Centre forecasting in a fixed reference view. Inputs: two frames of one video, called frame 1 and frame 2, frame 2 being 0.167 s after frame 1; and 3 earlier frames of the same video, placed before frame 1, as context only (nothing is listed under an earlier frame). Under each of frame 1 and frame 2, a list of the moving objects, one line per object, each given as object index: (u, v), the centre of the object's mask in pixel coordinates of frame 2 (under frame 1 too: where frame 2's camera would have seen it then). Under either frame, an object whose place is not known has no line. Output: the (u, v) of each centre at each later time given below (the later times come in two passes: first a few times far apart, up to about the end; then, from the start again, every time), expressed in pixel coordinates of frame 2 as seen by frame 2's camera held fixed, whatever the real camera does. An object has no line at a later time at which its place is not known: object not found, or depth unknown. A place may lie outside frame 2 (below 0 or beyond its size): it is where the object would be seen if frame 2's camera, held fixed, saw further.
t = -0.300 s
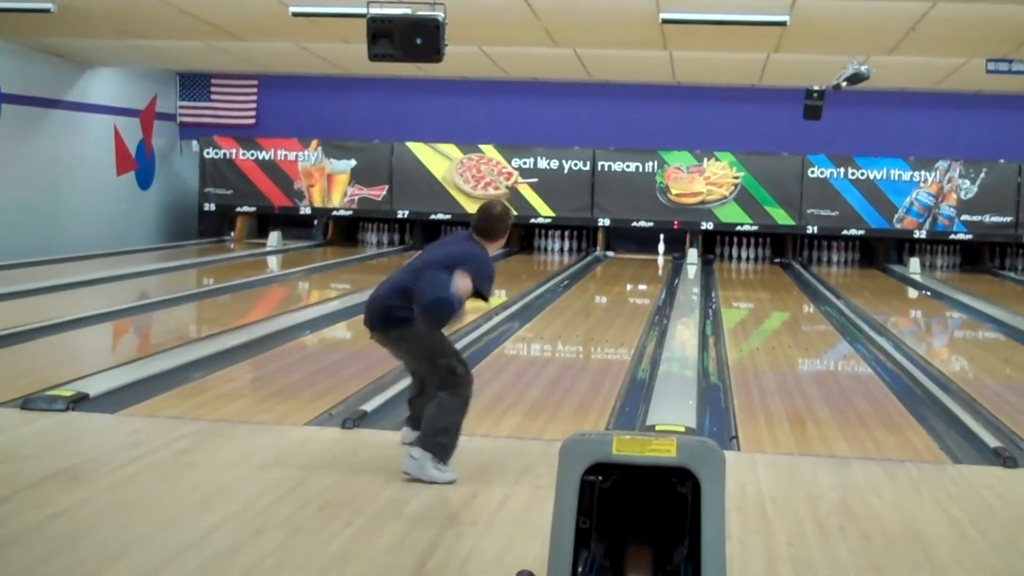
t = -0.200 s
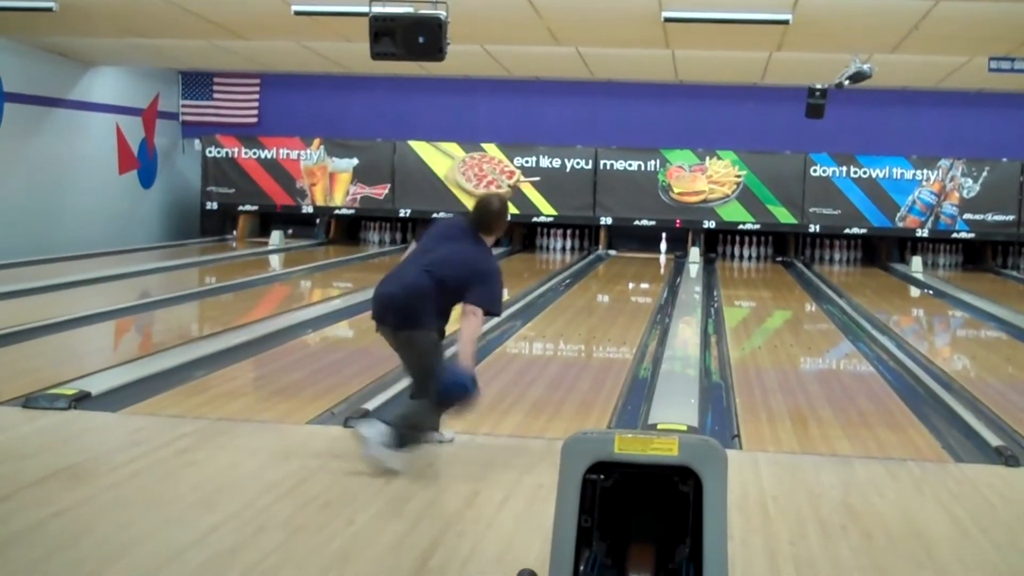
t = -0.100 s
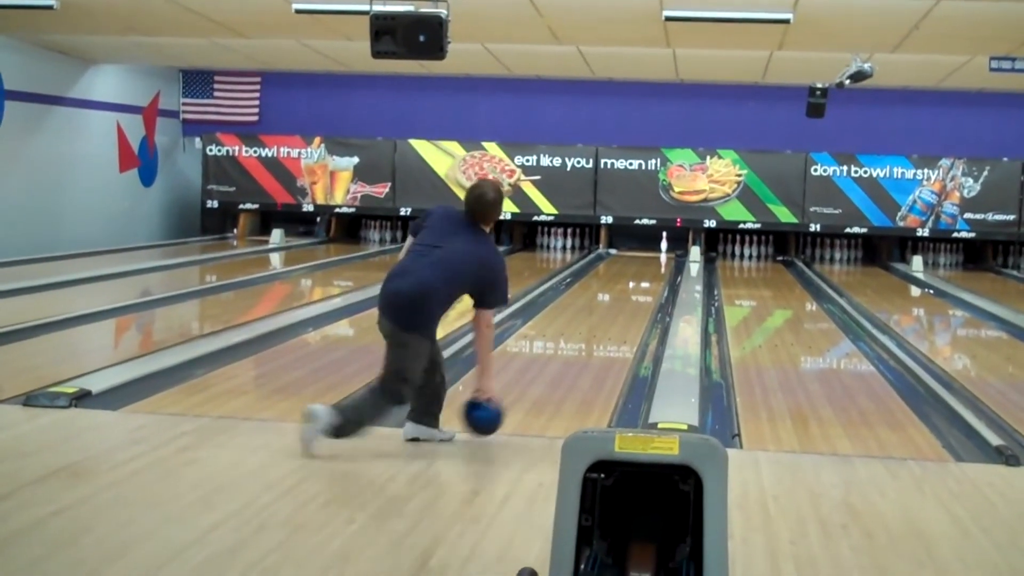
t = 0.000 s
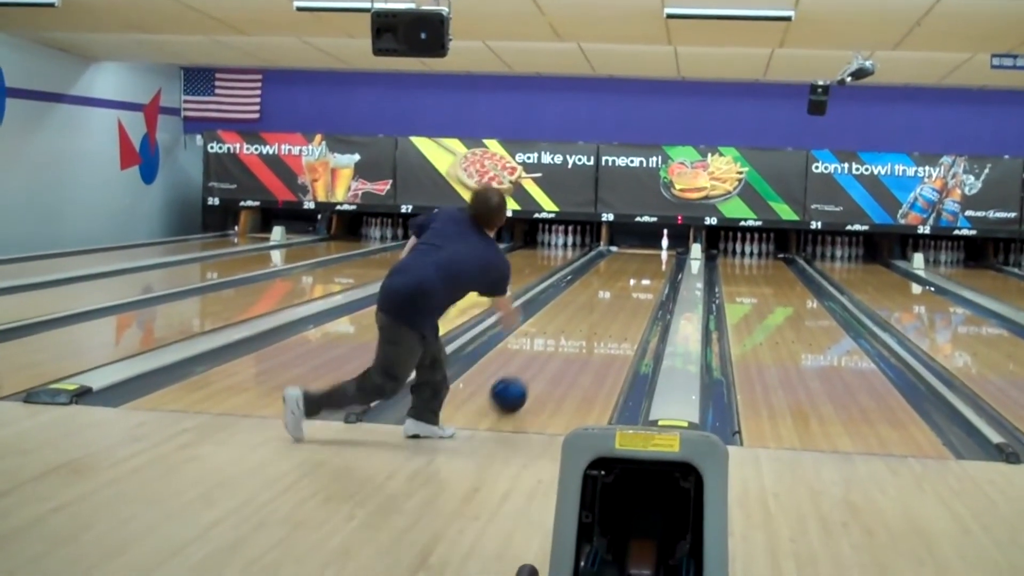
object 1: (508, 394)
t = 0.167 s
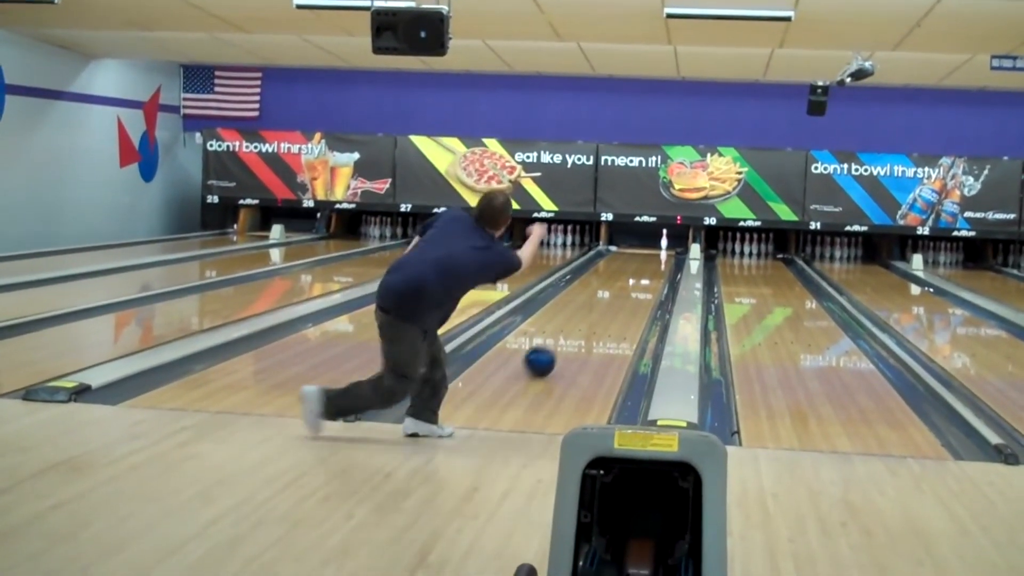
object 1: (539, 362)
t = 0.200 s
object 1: (545, 356)
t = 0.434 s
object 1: (575, 325)
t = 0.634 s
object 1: (594, 307)
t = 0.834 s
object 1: (608, 292)
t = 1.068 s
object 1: (621, 279)
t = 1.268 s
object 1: (630, 271)
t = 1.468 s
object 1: (638, 263)
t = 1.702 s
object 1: (645, 255)
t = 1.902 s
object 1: (651, 250)
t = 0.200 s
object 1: (545, 356)
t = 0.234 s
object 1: (550, 351)
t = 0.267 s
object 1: (555, 345)
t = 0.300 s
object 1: (559, 340)
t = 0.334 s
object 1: (564, 336)
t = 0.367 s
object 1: (568, 332)
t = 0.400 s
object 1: (572, 328)
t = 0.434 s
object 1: (575, 325)
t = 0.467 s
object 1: (581, 321)
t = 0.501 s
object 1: (582, 318)
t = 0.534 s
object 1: (585, 315)
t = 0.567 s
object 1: (588, 312)
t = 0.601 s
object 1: (591, 309)
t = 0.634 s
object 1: (594, 307)
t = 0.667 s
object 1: (597, 304)
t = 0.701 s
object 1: (599, 301)
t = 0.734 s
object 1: (602, 299)
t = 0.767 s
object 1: (604, 297)
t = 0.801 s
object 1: (606, 295)
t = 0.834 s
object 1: (608, 292)
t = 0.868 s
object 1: (610, 290)
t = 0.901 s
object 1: (613, 288)
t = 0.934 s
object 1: (614, 286)
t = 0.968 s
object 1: (616, 284)
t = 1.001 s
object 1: (618, 282)
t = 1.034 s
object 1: (620, 281)
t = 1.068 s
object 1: (621, 279)
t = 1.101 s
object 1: (623, 277)
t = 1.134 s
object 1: (624, 276)
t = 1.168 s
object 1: (626, 275)
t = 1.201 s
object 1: (627, 273)
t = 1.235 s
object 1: (629, 272)
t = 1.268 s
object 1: (630, 271)
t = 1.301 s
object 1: (632, 269)
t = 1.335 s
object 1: (633, 268)
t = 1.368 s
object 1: (634, 267)
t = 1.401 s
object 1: (635, 265)
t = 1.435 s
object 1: (637, 264)
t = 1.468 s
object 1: (638, 263)
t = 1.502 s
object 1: (639, 262)
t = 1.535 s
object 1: (640, 261)
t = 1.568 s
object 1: (641, 260)
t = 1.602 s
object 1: (642, 259)
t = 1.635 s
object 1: (643, 258)
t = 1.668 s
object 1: (644, 257)
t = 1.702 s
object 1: (645, 255)
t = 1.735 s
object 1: (646, 255)
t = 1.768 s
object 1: (647, 254)
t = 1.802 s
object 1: (648, 253)
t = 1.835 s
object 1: (649, 252)
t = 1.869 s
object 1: (650, 251)
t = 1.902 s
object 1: (651, 250)
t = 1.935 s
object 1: (652, 250)
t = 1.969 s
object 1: (653, 249)
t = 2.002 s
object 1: (653, 248)
